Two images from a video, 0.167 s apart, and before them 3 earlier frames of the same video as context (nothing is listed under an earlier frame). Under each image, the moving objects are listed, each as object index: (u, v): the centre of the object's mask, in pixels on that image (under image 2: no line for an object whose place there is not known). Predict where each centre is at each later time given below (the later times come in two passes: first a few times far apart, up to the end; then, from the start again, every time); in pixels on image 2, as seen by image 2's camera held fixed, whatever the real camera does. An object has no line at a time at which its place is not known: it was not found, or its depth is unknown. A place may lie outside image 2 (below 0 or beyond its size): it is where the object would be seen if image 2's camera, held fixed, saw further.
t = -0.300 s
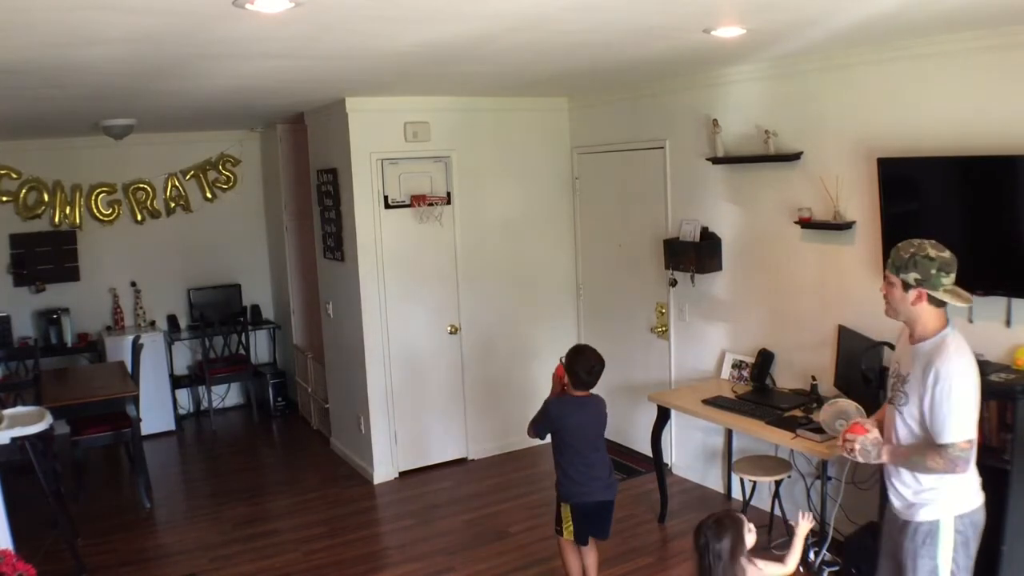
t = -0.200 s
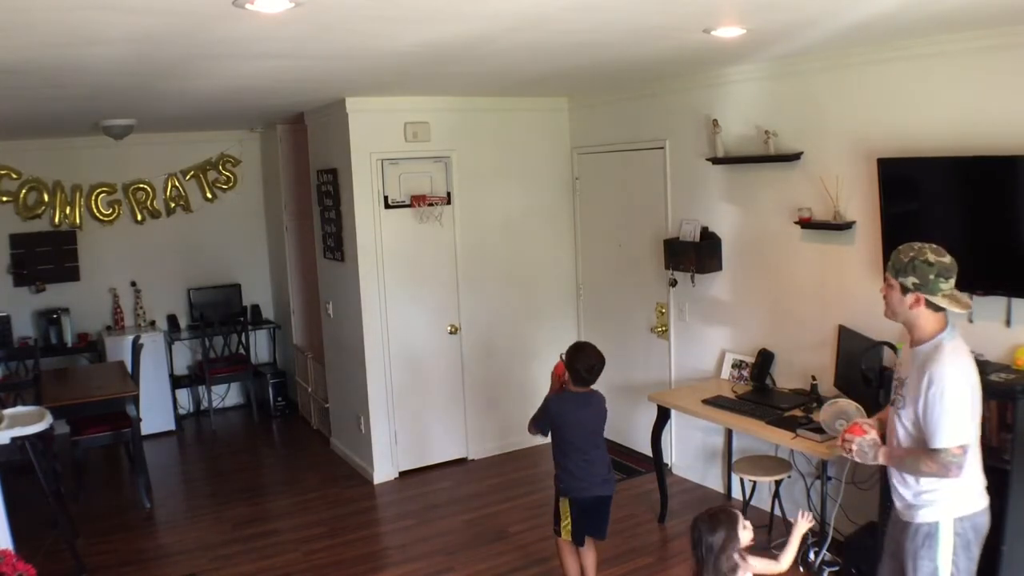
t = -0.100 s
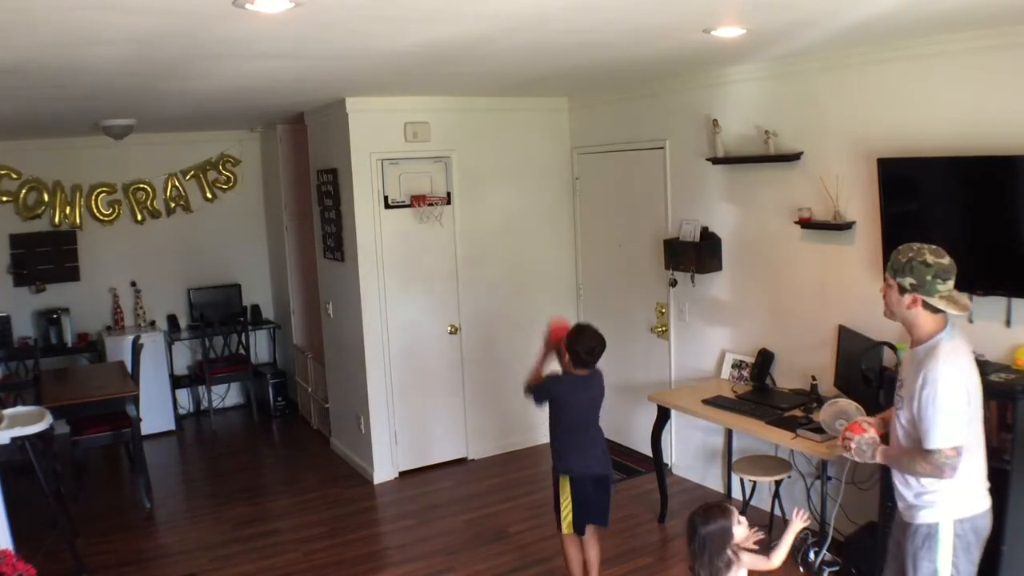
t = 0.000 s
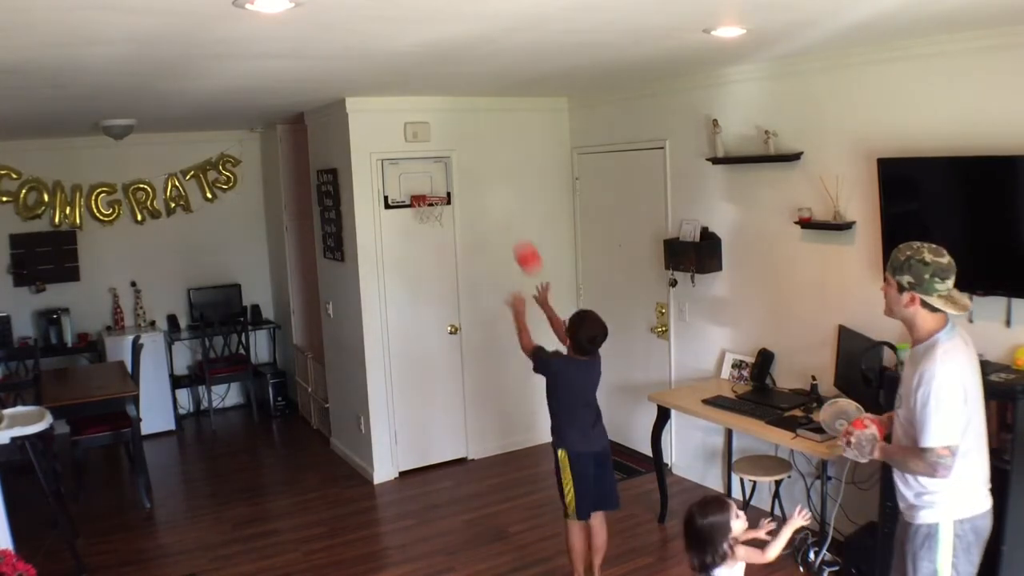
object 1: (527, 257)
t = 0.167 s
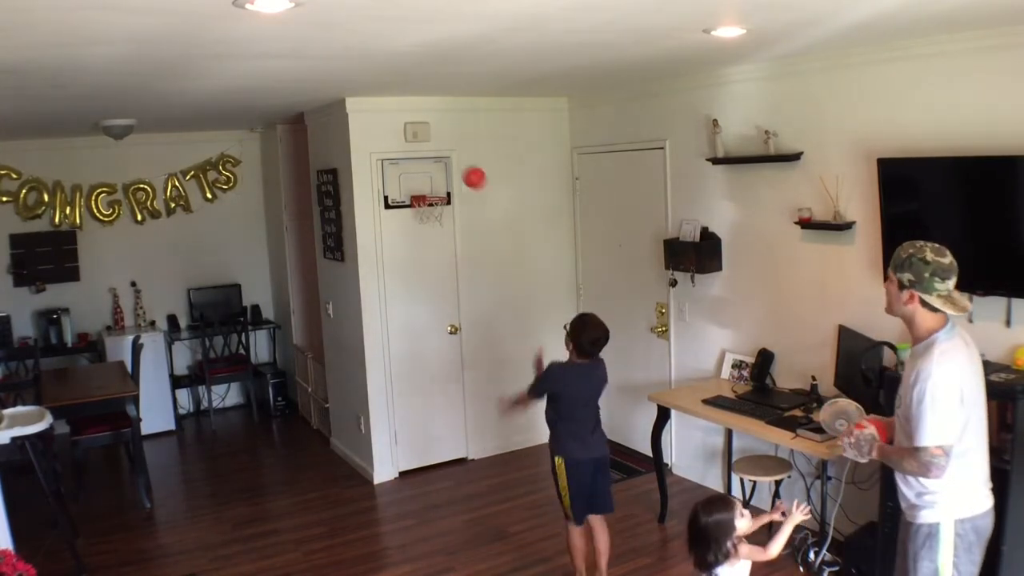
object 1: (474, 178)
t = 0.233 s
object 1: (457, 163)
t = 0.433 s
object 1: (413, 169)
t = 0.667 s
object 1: (411, 235)
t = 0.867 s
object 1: (432, 360)
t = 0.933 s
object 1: (441, 418)
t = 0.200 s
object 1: (465, 169)
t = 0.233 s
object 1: (457, 163)
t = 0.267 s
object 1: (449, 159)
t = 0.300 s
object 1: (441, 157)
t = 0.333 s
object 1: (433, 157)
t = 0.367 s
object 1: (426, 159)
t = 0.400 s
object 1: (419, 163)
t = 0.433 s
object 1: (413, 169)
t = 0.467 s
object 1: (407, 176)
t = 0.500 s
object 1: (401, 184)
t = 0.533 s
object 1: (398, 193)
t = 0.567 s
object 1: (399, 200)
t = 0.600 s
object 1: (404, 210)
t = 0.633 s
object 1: (407, 222)
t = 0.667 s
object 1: (411, 235)
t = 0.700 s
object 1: (414, 252)
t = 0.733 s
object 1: (417, 270)
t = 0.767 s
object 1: (421, 289)
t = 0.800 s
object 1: (425, 311)
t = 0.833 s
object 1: (429, 335)
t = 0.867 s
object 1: (432, 360)
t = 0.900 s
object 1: (437, 389)
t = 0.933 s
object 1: (441, 418)
